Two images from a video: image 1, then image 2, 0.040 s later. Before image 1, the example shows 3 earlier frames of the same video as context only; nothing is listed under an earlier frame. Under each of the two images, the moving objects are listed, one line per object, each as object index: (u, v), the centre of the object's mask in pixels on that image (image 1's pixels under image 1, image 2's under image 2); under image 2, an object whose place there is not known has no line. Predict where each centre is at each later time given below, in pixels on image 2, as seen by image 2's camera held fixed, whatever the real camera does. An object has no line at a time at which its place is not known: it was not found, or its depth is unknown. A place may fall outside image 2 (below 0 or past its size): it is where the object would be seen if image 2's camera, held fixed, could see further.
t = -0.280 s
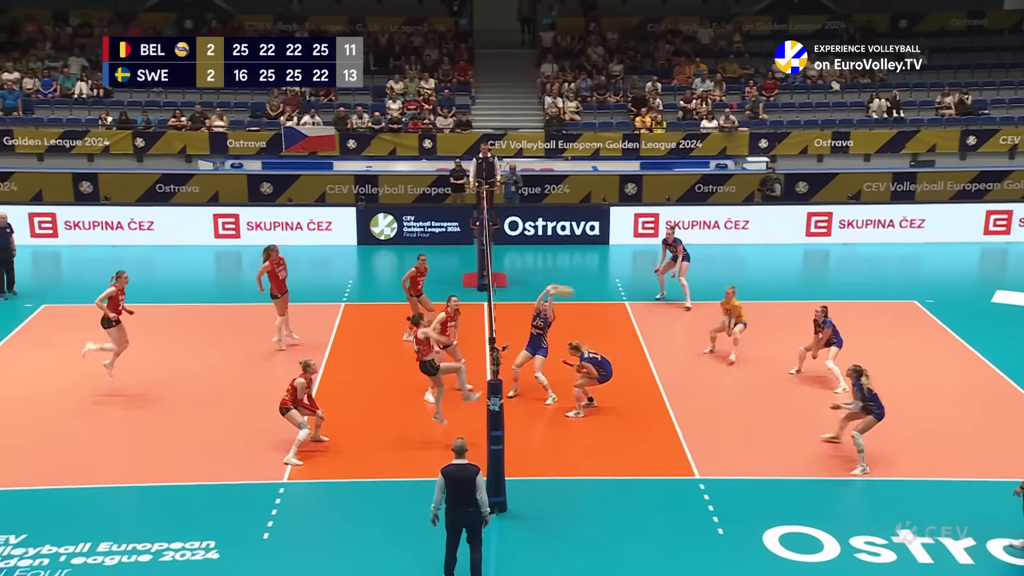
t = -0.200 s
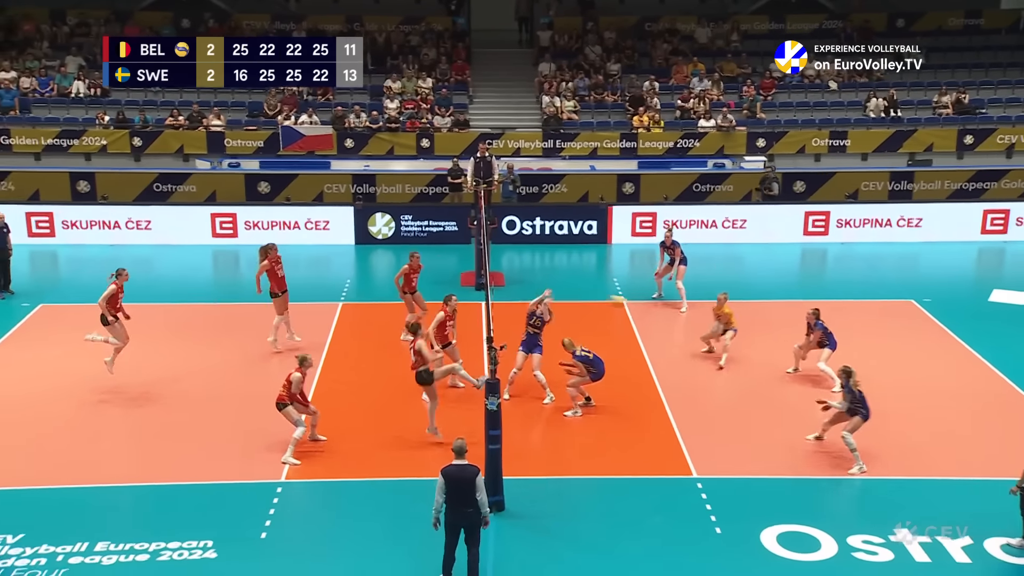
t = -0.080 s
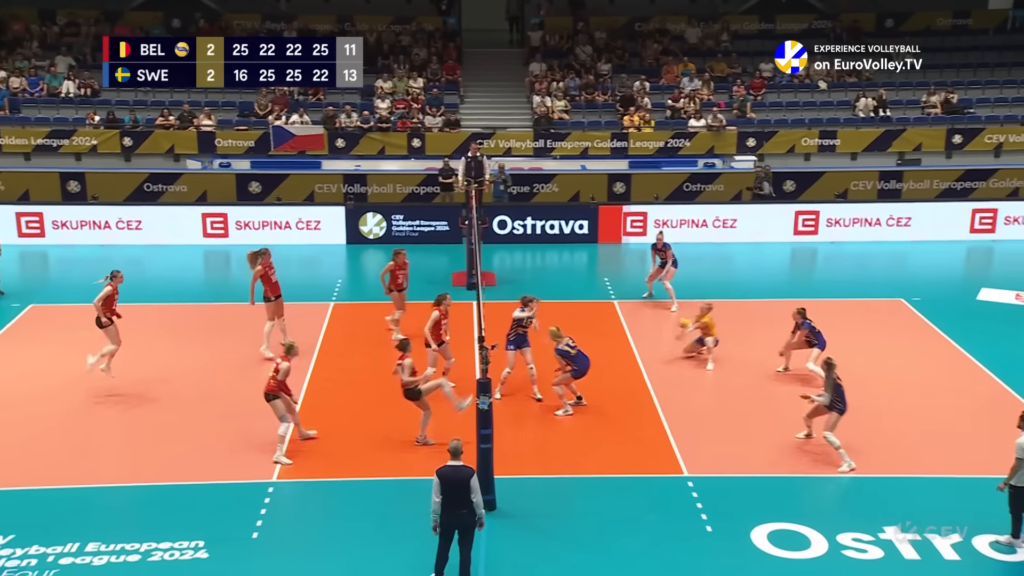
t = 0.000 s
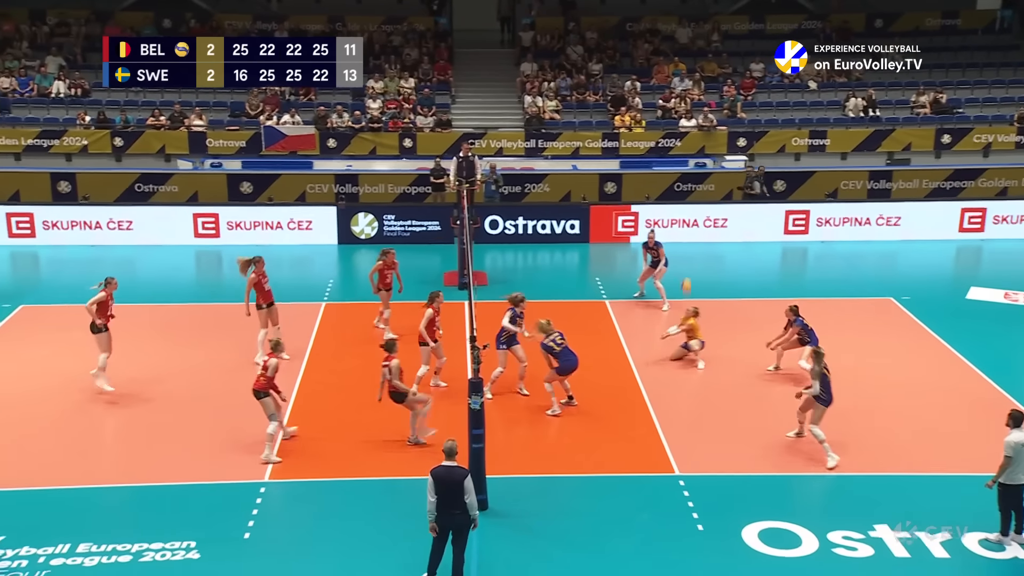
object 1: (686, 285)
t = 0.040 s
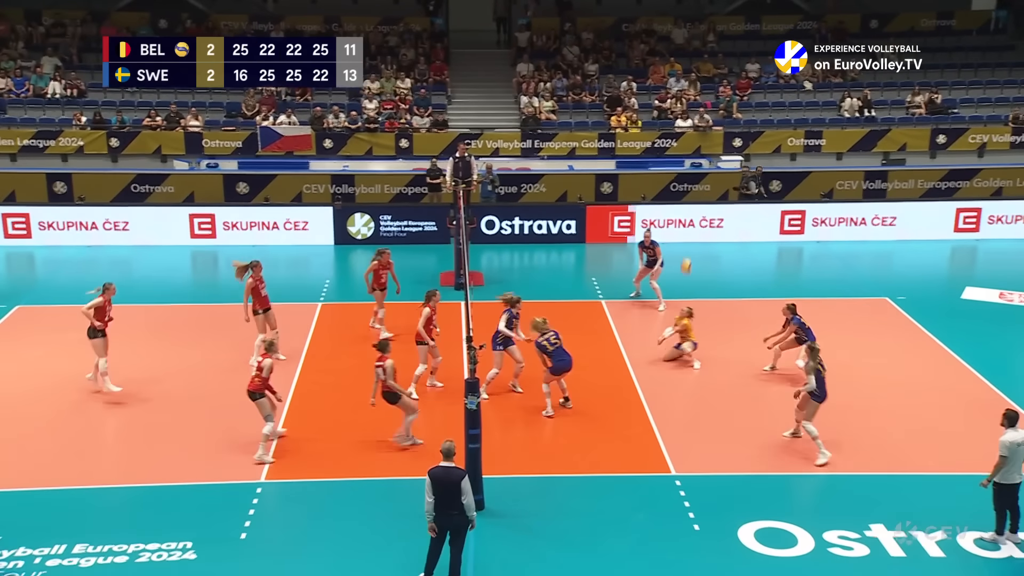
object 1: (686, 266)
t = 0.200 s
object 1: (703, 196)
